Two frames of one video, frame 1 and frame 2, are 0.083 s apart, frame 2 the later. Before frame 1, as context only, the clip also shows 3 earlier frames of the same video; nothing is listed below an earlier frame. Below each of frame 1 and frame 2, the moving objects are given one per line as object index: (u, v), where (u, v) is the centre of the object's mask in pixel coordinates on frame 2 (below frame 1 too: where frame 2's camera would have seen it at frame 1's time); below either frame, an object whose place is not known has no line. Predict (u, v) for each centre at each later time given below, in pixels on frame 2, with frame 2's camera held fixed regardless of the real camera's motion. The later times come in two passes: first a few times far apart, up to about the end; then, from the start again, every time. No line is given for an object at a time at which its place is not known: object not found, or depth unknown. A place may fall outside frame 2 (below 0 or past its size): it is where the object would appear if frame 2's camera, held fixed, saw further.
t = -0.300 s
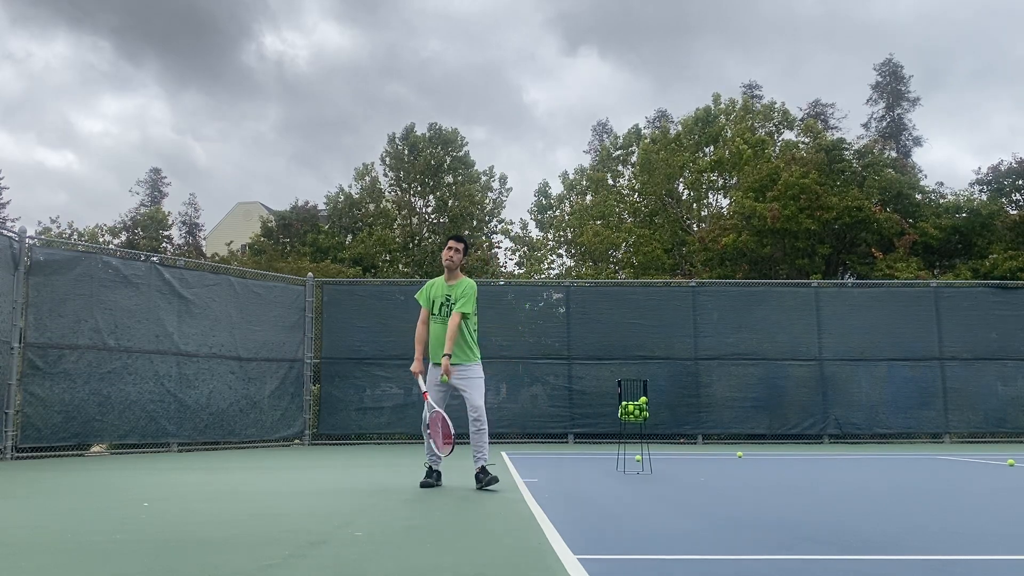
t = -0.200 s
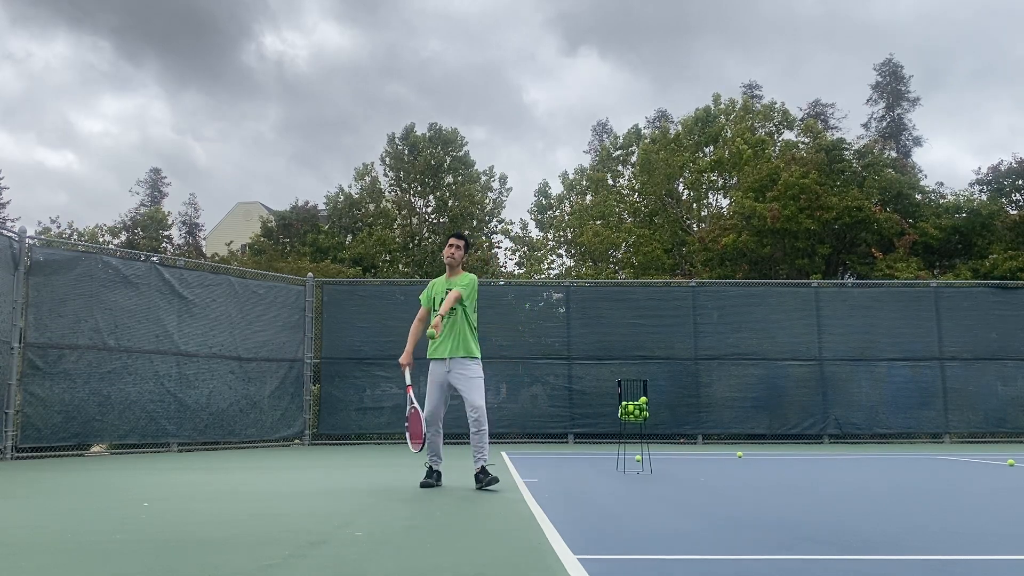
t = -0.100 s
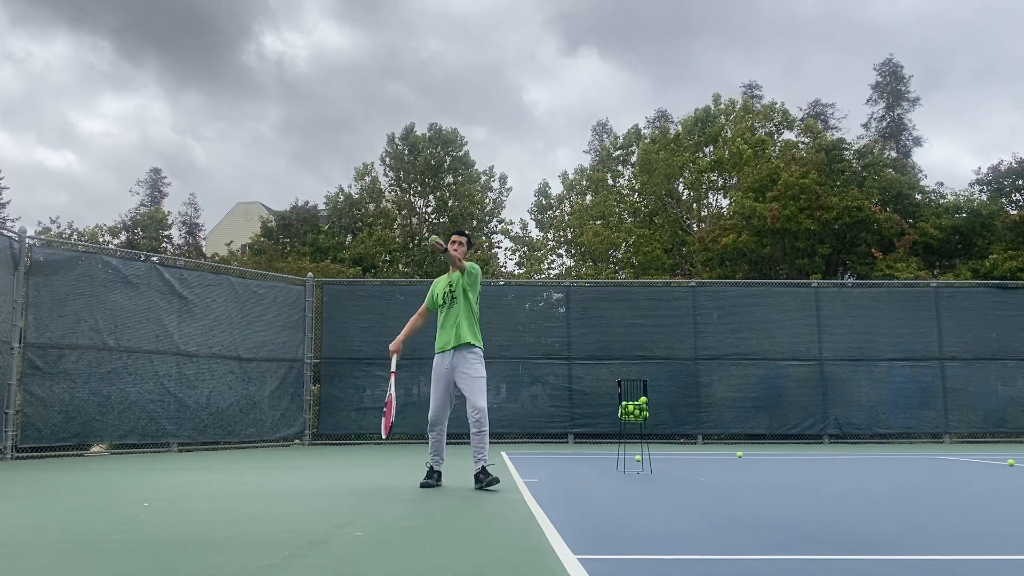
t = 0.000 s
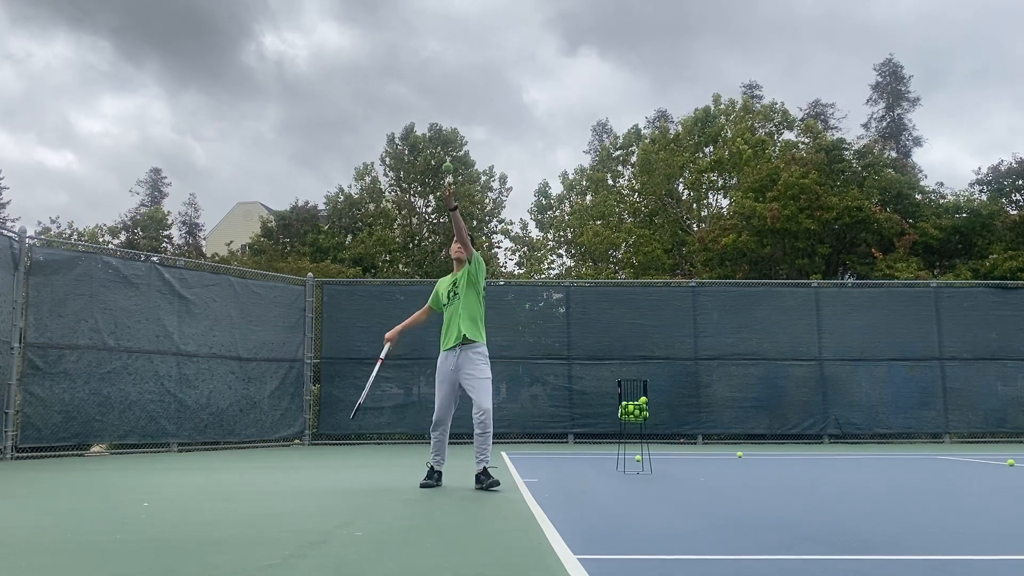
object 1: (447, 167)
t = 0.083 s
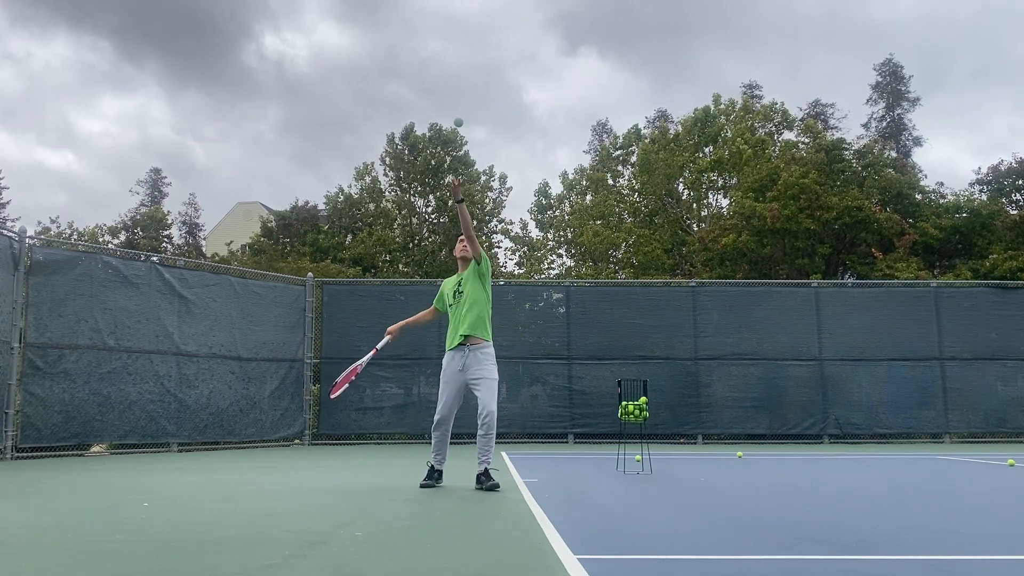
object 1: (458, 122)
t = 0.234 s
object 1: (477, 69)
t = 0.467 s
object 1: (503, 50)
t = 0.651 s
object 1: (523, 81)
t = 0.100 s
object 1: (460, 115)
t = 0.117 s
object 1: (462, 107)
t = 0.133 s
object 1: (464, 101)
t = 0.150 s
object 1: (466, 94)
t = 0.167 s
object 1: (469, 89)
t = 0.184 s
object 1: (471, 83)
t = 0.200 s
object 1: (473, 78)
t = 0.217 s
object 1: (475, 74)
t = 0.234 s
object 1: (477, 69)
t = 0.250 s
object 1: (479, 66)
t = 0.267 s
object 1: (481, 62)
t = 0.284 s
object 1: (483, 59)
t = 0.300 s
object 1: (485, 56)
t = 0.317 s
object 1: (485, 53)
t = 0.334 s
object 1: (488, 52)
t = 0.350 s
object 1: (490, 51)
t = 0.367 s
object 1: (492, 49)
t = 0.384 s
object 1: (494, 49)
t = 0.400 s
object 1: (496, 48)
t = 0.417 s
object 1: (498, 48)
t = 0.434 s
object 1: (500, 48)
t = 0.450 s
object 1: (502, 49)
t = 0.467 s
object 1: (503, 50)
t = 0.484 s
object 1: (505, 51)
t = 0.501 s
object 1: (507, 53)
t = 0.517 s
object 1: (509, 55)
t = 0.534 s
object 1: (511, 57)
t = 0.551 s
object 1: (512, 59)
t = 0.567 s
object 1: (514, 62)
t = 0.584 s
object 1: (516, 65)
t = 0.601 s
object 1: (518, 69)
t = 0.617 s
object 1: (520, 73)
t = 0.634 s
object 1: (521, 77)
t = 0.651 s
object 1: (523, 81)
